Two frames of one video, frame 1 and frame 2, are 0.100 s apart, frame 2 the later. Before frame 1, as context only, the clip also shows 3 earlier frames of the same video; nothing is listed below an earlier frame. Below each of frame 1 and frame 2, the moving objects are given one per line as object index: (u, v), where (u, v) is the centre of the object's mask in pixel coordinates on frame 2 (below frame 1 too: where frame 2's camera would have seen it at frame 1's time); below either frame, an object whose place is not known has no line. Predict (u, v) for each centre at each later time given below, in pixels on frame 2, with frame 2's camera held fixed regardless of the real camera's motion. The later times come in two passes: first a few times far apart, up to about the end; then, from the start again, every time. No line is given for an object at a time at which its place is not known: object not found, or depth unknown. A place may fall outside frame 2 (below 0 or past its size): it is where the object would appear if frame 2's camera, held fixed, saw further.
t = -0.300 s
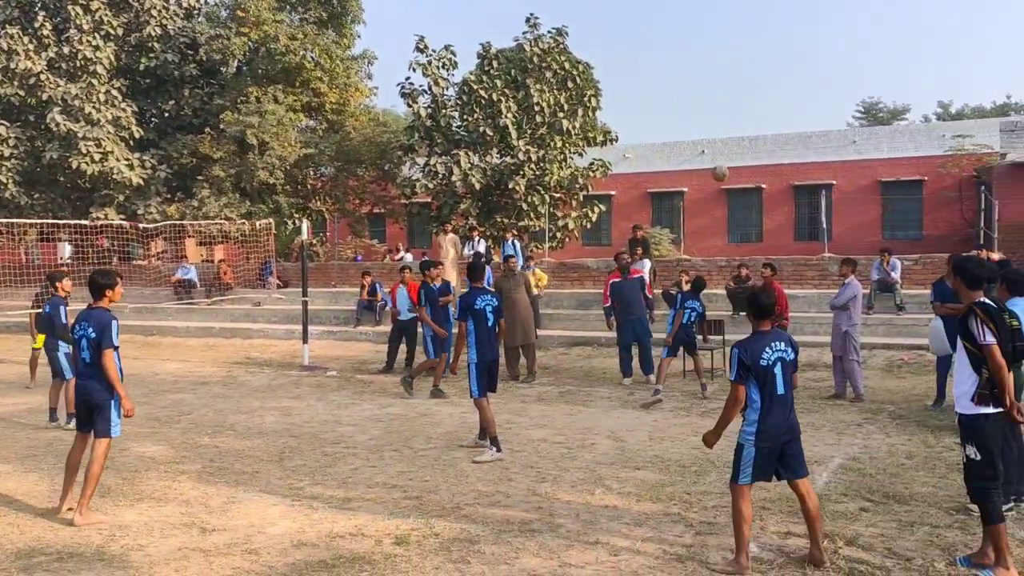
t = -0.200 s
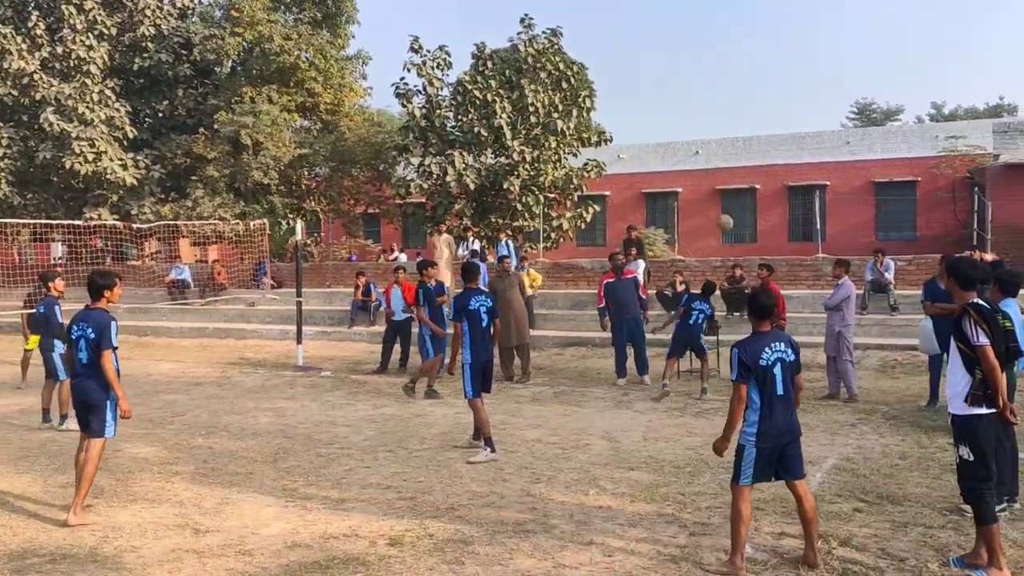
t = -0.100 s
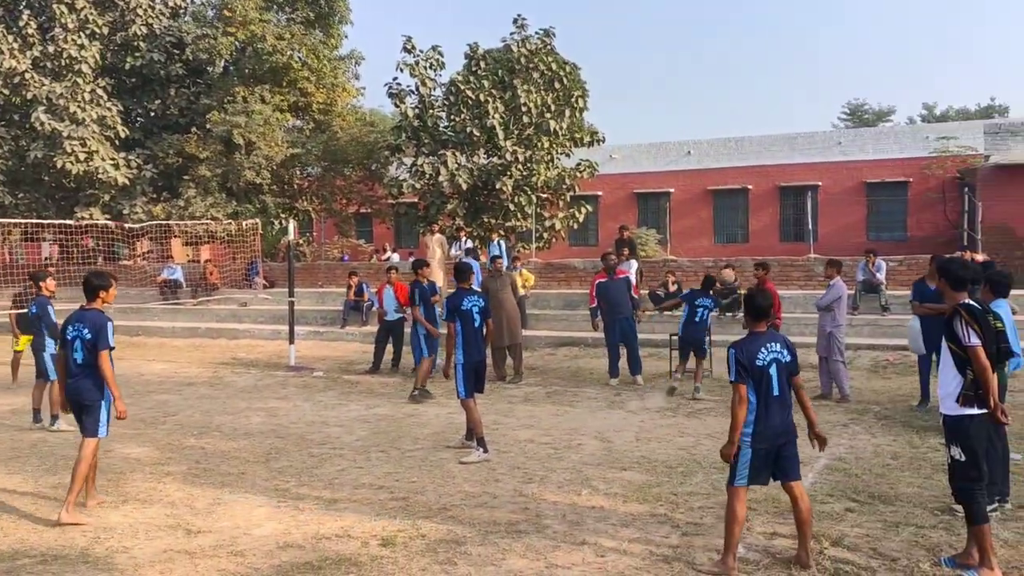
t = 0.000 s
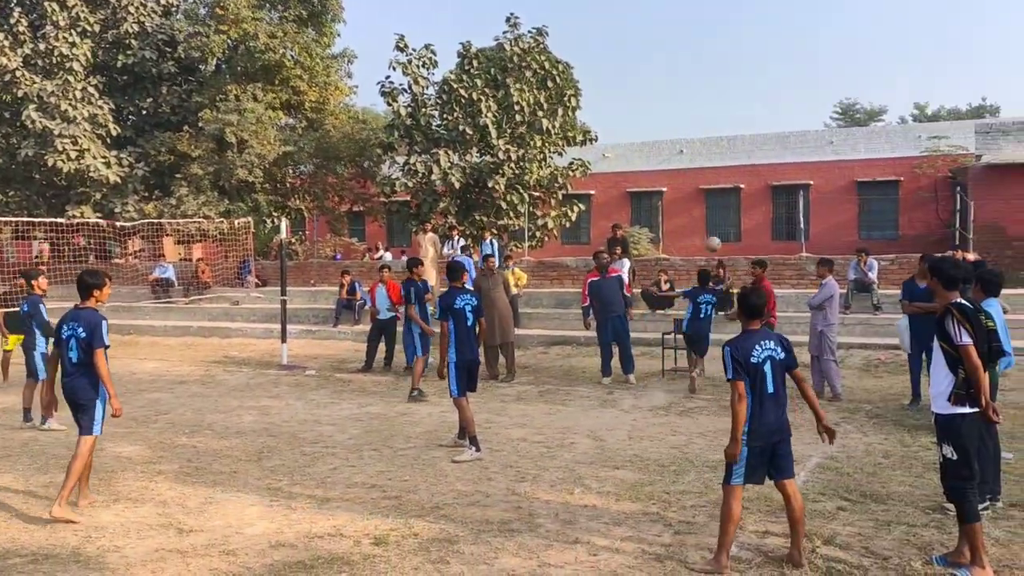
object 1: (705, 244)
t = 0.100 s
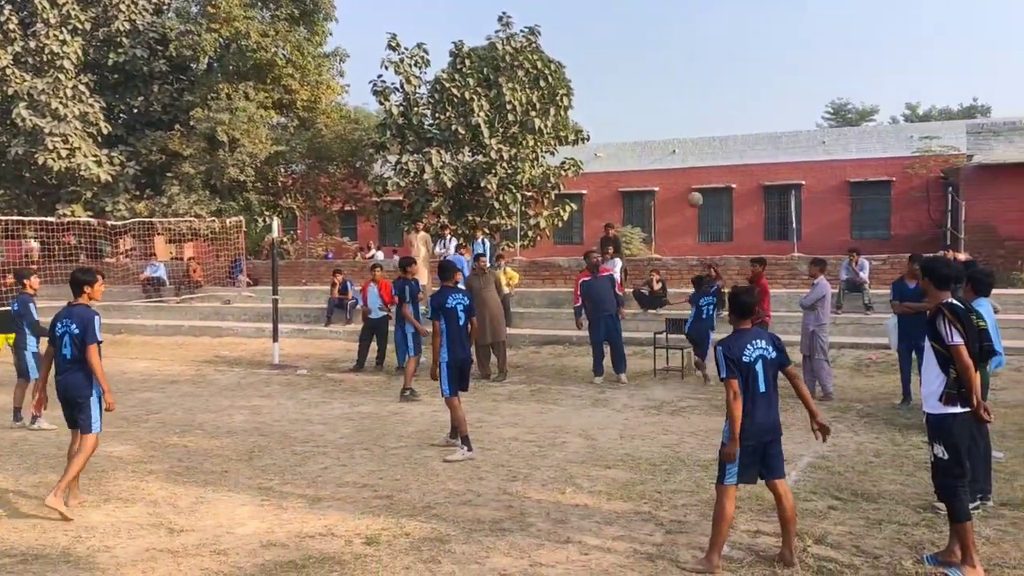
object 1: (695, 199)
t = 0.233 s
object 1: (682, 151)
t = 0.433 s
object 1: (664, 108)
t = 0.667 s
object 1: (644, 93)
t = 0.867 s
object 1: (628, 110)
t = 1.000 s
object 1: (619, 136)
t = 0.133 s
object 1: (692, 186)
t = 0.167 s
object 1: (689, 174)
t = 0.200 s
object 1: (685, 163)
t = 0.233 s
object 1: (682, 151)
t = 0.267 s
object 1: (678, 144)
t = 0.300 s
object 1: (675, 135)
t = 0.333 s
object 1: (672, 127)
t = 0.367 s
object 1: (669, 120)
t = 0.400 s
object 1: (667, 113)
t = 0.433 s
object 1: (664, 108)
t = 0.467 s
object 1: (661, 103)
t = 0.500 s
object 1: (658, 100)
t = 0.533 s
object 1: (655, 97)
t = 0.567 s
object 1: (652, 95)
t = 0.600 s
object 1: (650, 93)
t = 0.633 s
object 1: (647, 93)
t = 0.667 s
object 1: (644, 93)
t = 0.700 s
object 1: (641, 94)
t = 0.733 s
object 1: (639, 96)
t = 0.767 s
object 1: (636, 99)
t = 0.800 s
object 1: (634, 102)
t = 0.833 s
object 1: (631, 106)
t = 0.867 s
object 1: (628, 110)
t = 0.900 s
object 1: (626, 116)
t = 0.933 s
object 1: (624, 122)
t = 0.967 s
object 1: (621, 129)
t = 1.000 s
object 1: (619, 136)
